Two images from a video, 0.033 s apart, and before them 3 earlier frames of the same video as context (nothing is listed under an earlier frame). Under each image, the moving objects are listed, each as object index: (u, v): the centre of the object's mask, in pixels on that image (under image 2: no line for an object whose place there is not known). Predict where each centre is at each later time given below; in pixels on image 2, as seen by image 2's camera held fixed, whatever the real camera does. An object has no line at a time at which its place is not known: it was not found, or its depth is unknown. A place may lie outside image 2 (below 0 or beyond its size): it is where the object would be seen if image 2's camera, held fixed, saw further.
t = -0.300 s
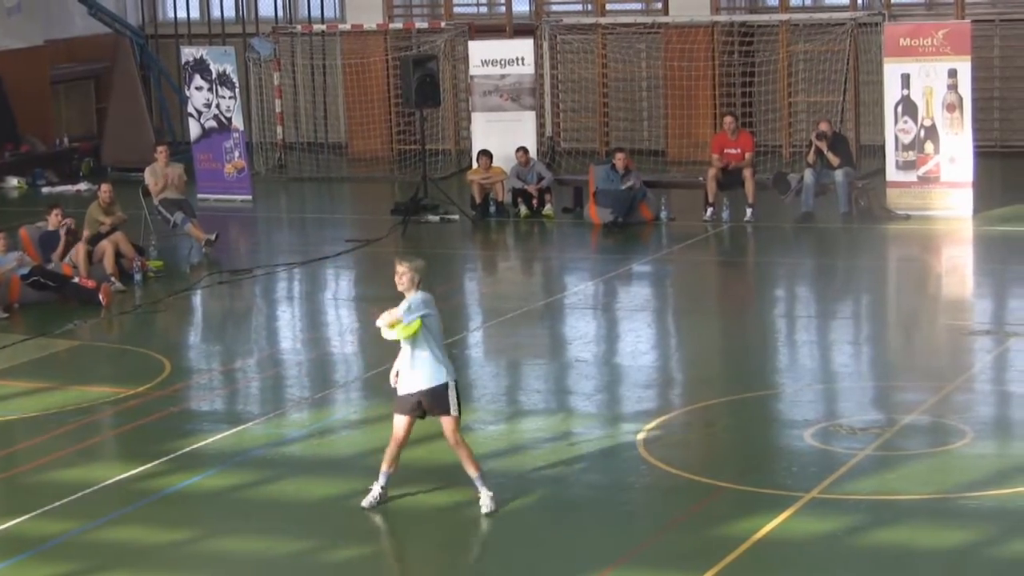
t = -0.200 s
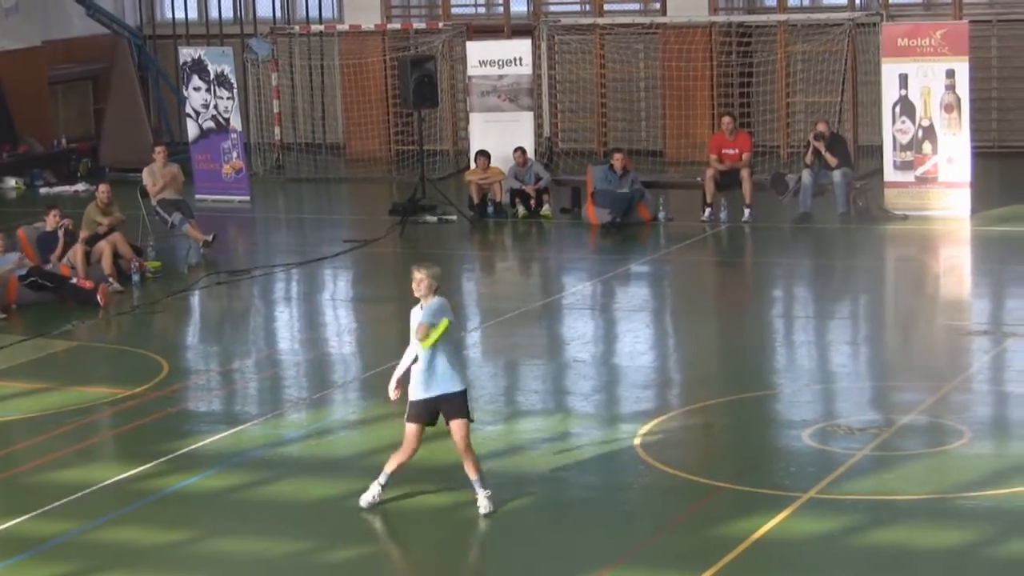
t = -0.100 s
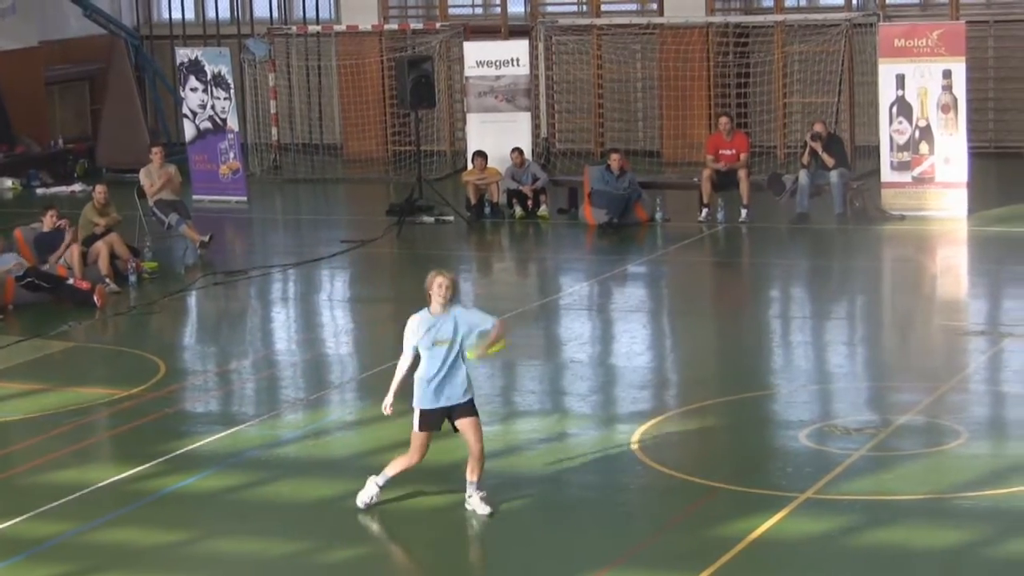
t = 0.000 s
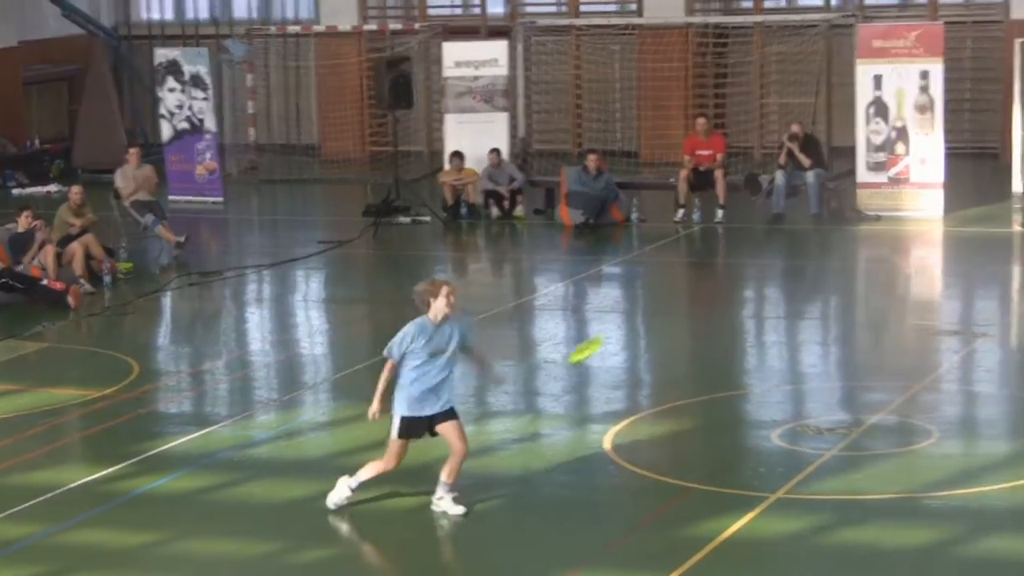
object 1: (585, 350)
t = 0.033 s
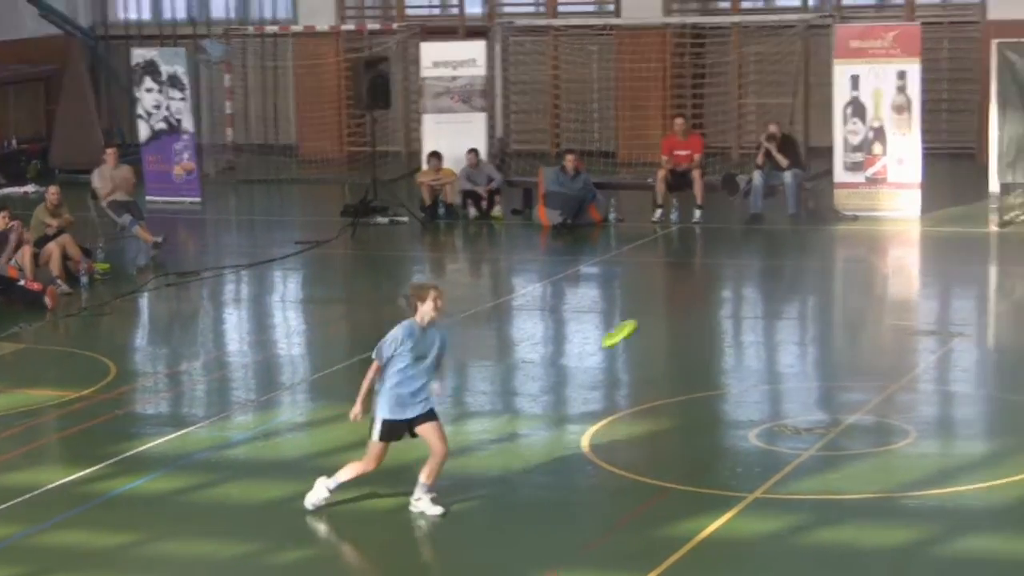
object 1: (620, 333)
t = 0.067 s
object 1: (668, 316)
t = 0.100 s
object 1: (717, 298)
